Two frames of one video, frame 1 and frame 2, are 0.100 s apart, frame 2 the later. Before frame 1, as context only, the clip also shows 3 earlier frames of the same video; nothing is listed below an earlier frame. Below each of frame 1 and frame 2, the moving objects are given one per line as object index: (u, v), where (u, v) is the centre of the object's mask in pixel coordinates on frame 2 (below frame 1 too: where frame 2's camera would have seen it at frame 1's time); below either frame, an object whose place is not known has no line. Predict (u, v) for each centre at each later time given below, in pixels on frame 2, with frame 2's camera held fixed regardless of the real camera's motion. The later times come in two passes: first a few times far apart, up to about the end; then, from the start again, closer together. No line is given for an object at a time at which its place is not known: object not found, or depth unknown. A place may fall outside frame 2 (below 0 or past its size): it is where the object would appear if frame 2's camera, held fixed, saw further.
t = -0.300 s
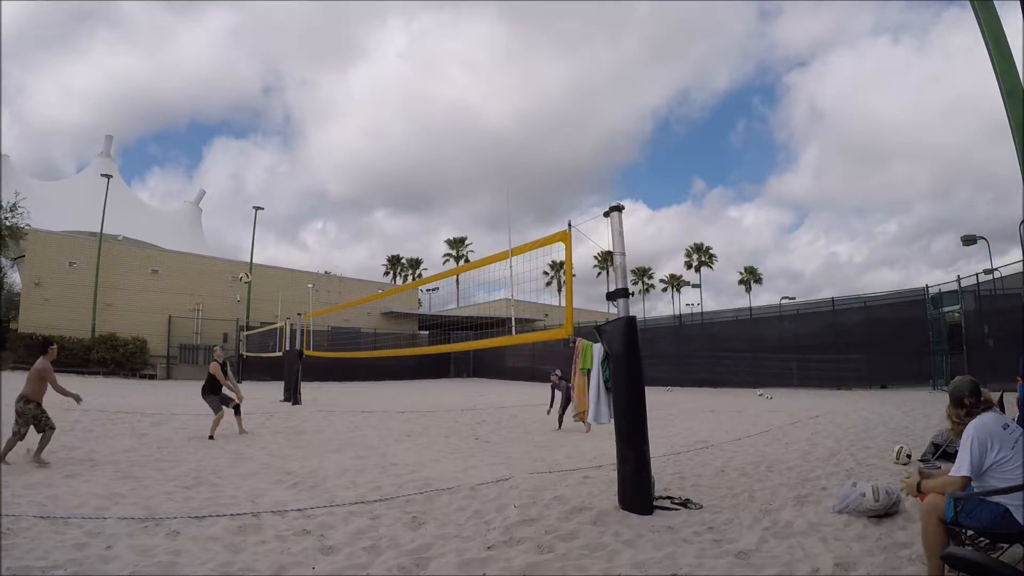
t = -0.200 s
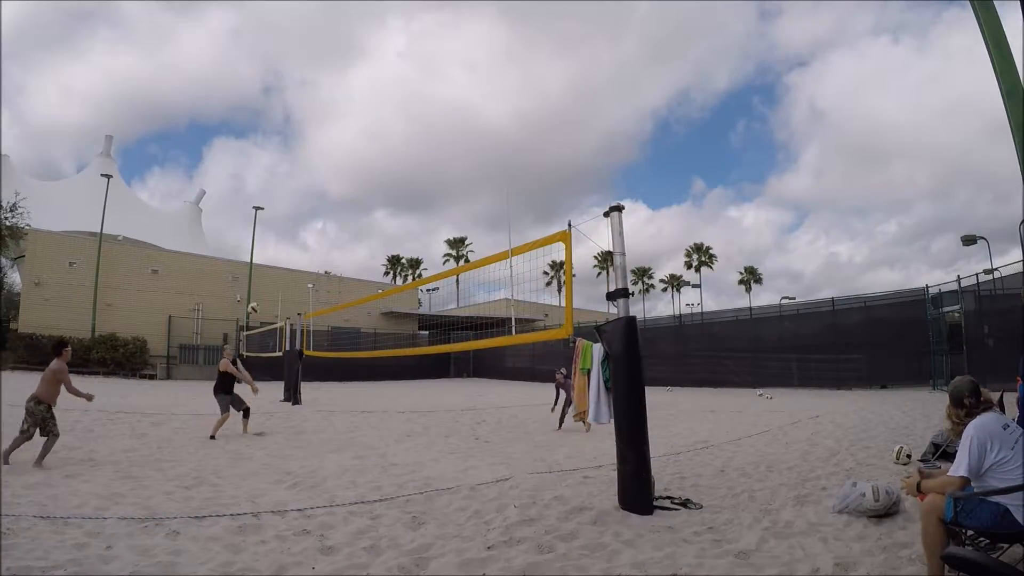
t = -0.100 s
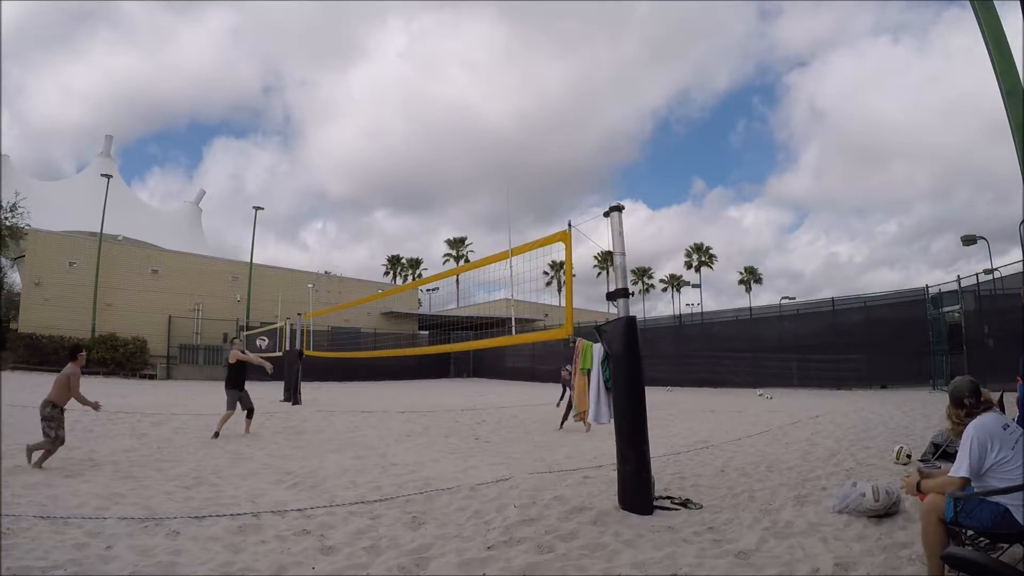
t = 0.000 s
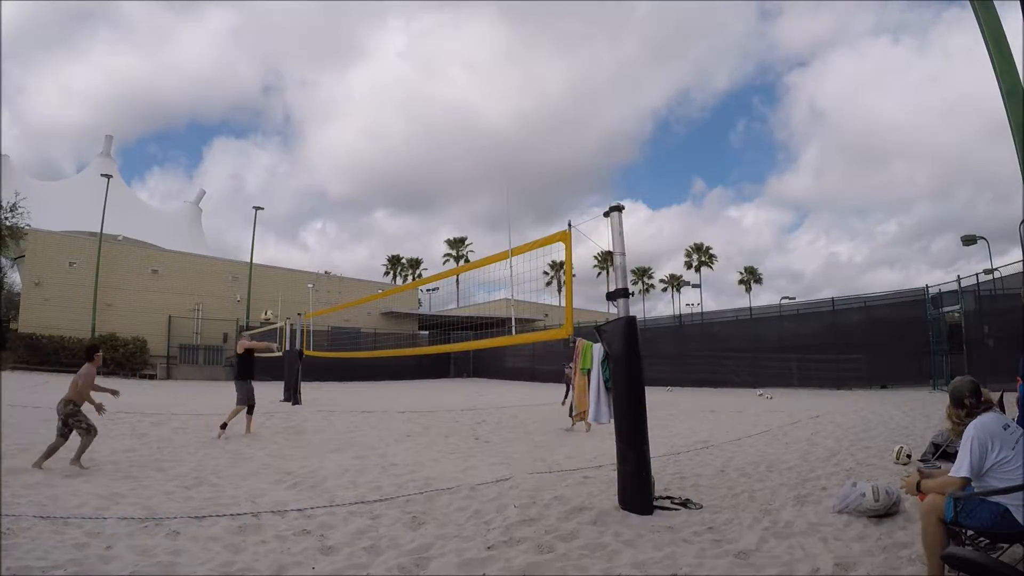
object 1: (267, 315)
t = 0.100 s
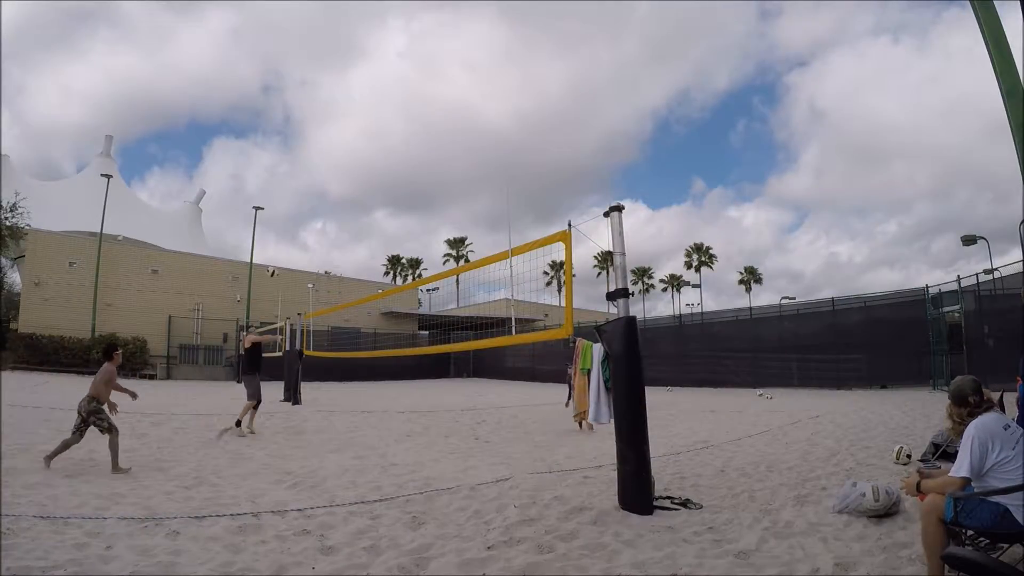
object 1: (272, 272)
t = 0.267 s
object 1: (281, 209)
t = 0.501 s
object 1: (295, 146)
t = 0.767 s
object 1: (306, 106)
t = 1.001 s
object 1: (313, 102)
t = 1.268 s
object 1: (318, 137)
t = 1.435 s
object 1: (318, 189)
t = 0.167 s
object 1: (276, 245)
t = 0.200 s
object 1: (278, 232)
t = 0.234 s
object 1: (280, 221)
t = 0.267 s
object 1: (281, 209)
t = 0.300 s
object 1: (283, 198)
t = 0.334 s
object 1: (285, 188)
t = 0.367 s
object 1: (287, 179)
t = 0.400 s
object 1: (289, 169)
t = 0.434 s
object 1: (291, 161)
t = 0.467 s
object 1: (293, 153)
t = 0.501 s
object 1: (295, 146)
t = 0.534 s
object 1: (296, 139)
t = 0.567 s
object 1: (298, 132)
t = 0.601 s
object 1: (299, 127)
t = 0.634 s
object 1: (301, 121)
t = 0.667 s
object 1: (302, 117)
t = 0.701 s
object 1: (304, 113)
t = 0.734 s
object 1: (305, 109)
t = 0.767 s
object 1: (306, 106)
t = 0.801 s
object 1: (308, 104)
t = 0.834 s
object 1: (309, 102)
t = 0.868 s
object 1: (310, 101)
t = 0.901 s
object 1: (311, 100)
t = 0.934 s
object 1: (312, 100)
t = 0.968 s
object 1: (313, 101)
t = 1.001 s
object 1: (313, 102)
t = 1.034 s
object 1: (314, 104)
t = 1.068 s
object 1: (315, 106)
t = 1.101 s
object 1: (316, 110)
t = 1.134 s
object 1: (316, 113)
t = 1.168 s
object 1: (316, 118)
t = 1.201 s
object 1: (317, 123)
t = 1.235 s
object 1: (317, 130)
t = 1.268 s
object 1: (318, 137)
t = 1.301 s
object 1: (318, 145)
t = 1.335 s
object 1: (318, 154)
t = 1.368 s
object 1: (318, 165)
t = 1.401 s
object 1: (318, 176)
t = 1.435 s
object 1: (318, 189)
